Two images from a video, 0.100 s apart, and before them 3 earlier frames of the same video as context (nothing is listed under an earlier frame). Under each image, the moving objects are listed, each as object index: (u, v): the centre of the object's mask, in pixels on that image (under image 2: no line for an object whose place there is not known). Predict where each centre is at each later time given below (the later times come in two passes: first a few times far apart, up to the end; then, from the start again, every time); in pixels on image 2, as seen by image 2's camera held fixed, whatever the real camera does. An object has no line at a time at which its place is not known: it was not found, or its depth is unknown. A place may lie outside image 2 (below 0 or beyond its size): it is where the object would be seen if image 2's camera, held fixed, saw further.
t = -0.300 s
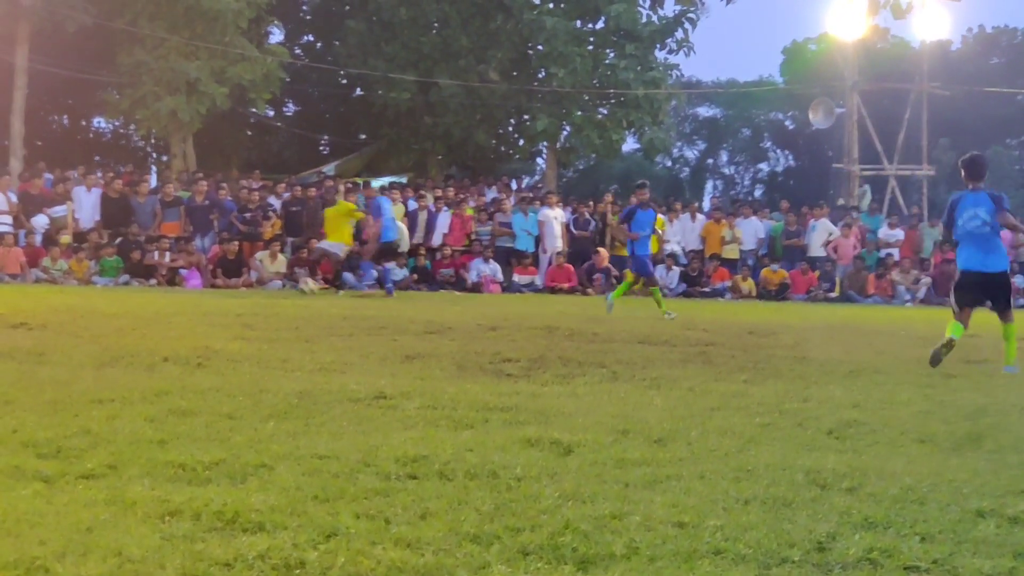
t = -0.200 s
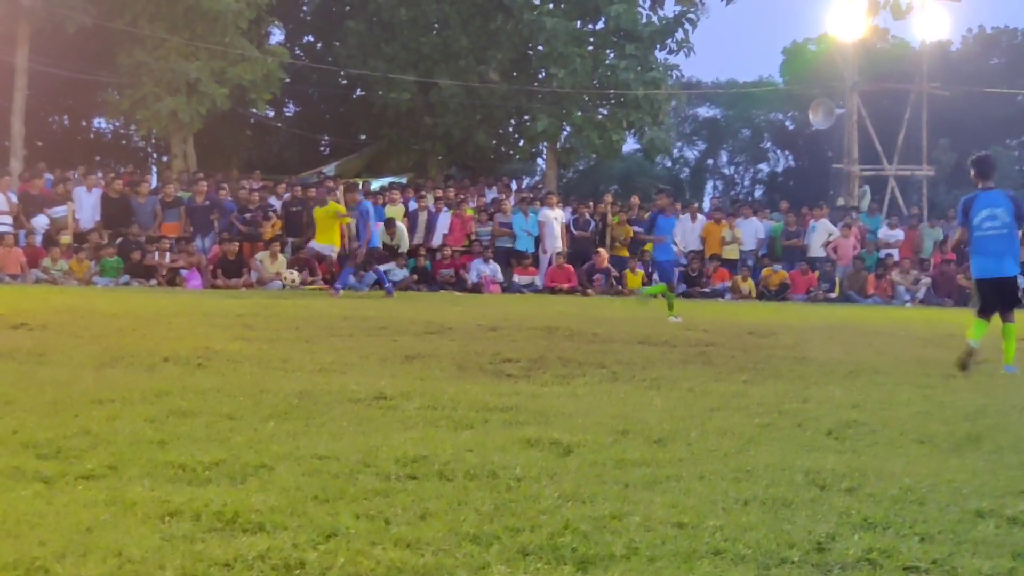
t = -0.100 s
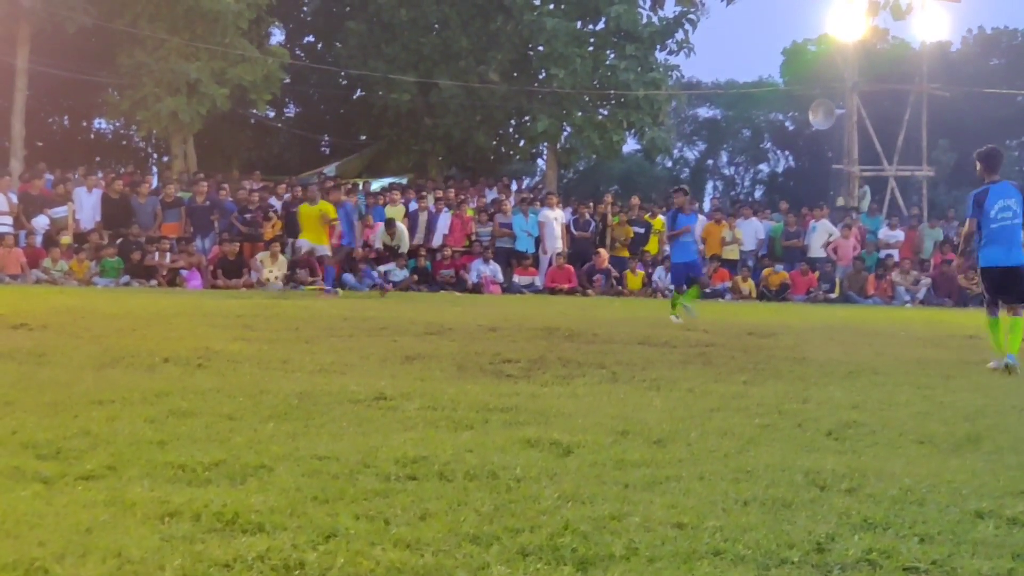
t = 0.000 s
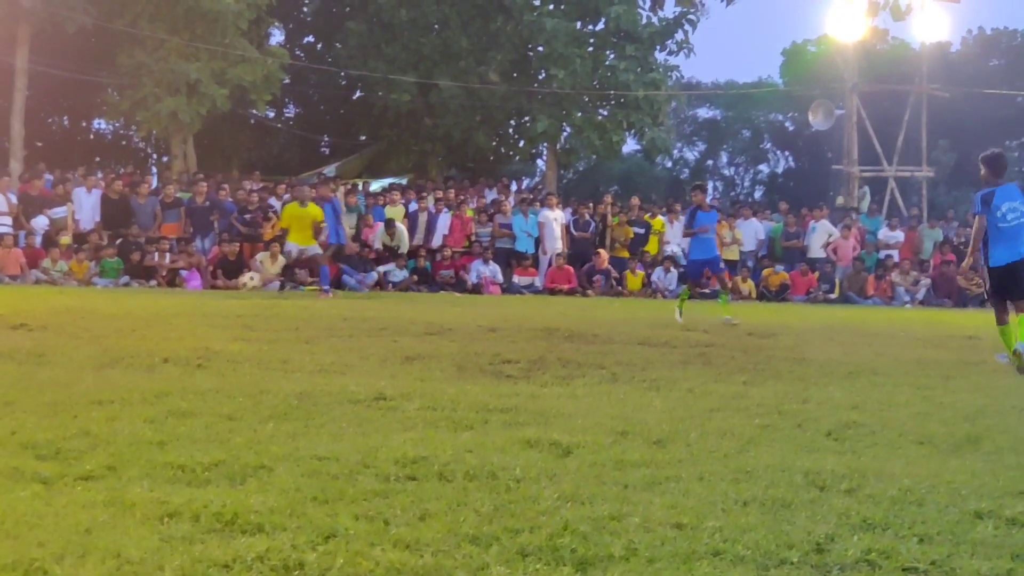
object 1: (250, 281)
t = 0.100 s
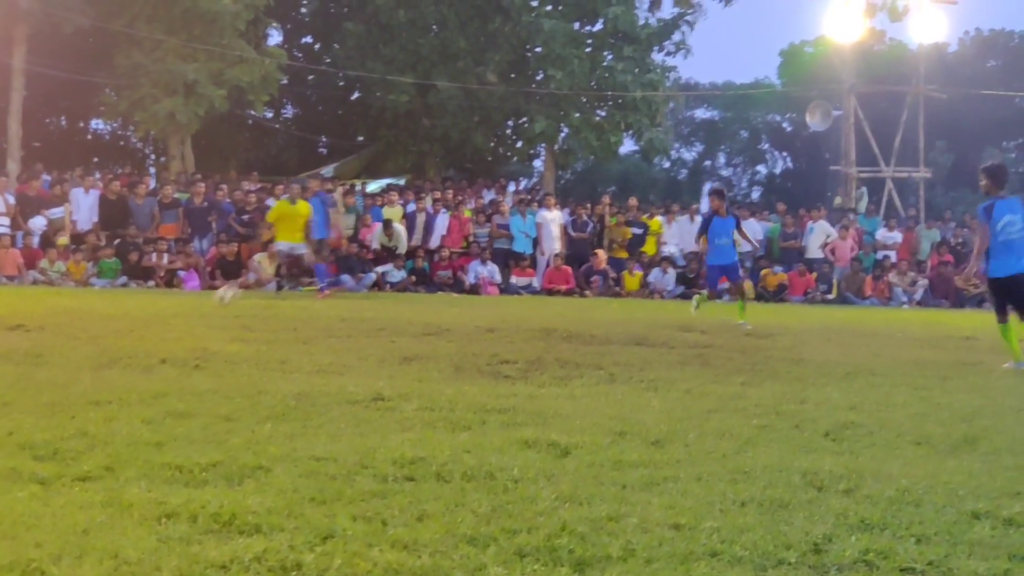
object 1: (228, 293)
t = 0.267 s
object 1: (190, 291)
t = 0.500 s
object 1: (141, 304)
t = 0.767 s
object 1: (90, 327)
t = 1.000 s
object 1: (46, 331)
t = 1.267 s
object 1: (-9, 348)
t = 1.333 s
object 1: (-25, 351)
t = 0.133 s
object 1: (217, 301)
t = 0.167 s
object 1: (210, 300)
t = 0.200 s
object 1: (203, 296)
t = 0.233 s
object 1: (197, 293)
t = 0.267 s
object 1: (190, 291)
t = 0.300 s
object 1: (183, 289)
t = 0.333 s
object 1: (176, 288)
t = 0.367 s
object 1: (170, 290)
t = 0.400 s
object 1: (164, 291)
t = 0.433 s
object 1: (157, 294)
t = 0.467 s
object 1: (149, 298)
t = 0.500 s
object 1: (141, 304)
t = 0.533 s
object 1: (134, 312)
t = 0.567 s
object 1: (127, 320)
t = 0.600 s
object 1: (120, 320)
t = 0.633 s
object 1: (114, 320)
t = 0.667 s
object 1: (108, 321)
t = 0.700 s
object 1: (102, 323)
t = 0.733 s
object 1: (96, 327)
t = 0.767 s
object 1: (90, 327)
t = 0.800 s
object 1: (84, 323)
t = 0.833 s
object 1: (77, 325)
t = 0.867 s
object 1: (71, 326)
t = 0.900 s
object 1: (64, 328)
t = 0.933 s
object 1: (58, 332)
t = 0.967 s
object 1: (52, 333)
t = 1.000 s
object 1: (46, 331)
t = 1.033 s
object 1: (39, 333)
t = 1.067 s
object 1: (32, 336)
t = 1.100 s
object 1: (25, 339)
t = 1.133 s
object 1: (18, 341)
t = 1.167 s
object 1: (12, 341)
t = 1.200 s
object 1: (5, 341)
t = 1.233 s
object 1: (-2, 344)
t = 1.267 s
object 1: (-9, 348)
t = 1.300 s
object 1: (-18, 353)
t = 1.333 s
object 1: (-25, 351)
